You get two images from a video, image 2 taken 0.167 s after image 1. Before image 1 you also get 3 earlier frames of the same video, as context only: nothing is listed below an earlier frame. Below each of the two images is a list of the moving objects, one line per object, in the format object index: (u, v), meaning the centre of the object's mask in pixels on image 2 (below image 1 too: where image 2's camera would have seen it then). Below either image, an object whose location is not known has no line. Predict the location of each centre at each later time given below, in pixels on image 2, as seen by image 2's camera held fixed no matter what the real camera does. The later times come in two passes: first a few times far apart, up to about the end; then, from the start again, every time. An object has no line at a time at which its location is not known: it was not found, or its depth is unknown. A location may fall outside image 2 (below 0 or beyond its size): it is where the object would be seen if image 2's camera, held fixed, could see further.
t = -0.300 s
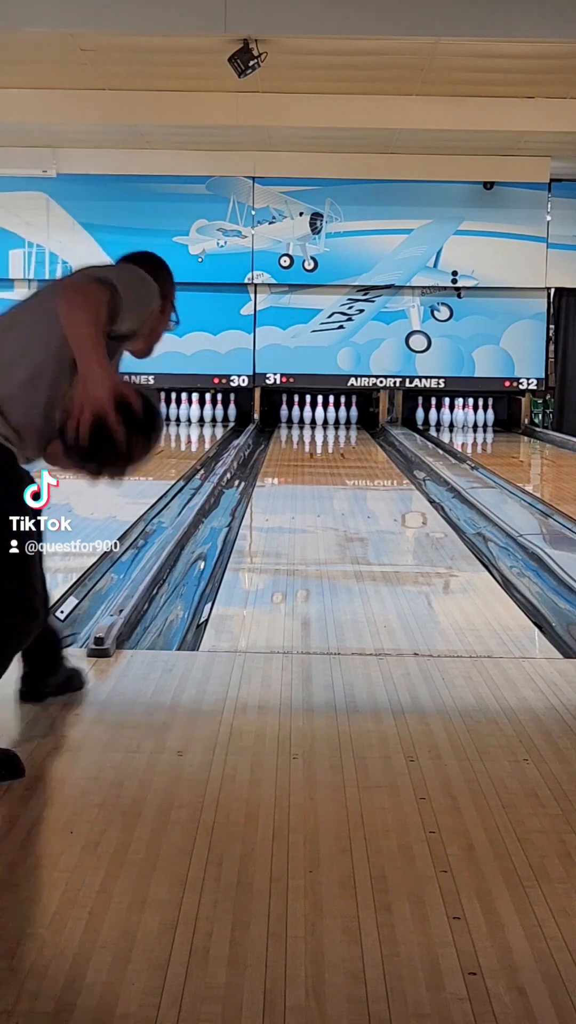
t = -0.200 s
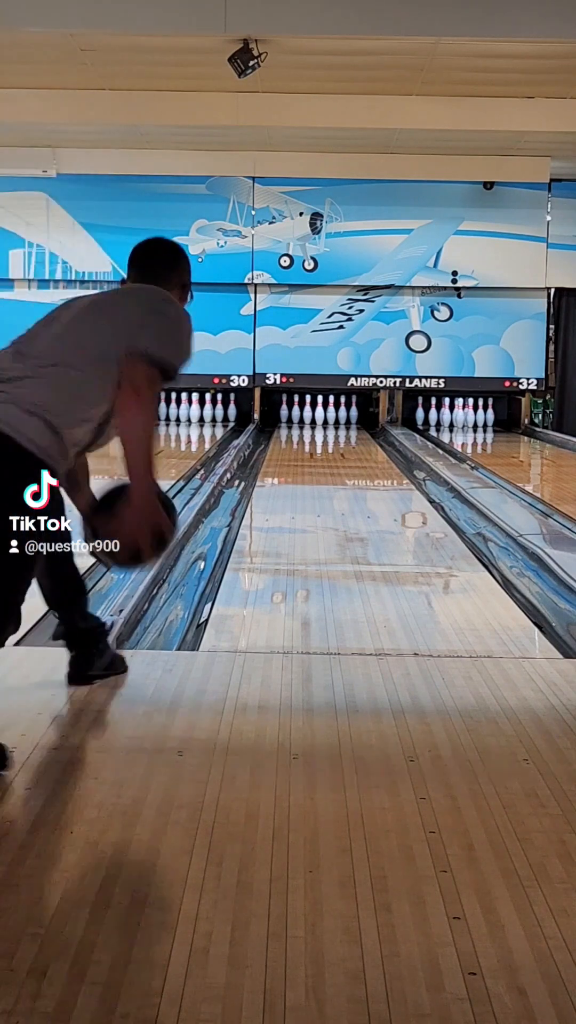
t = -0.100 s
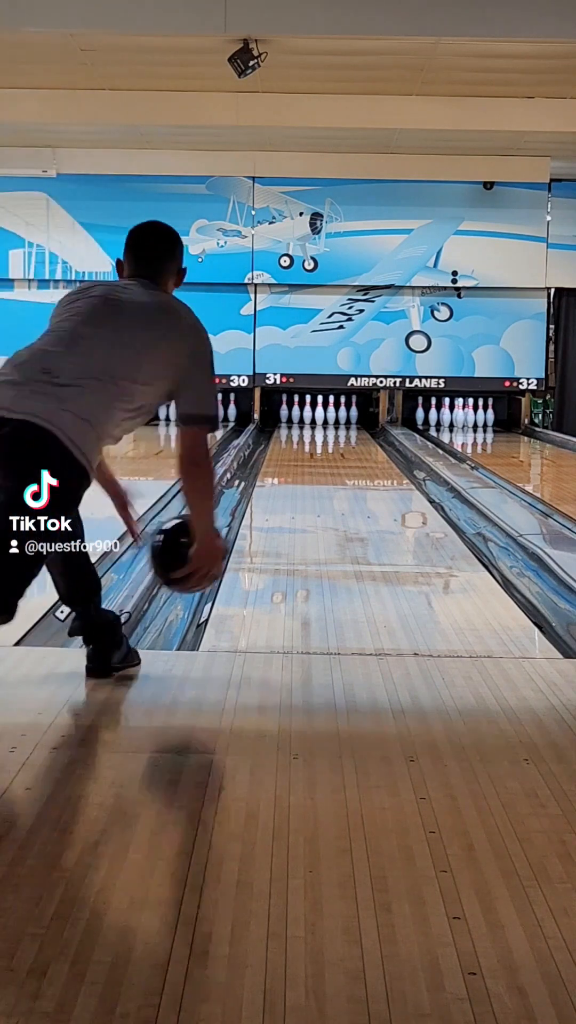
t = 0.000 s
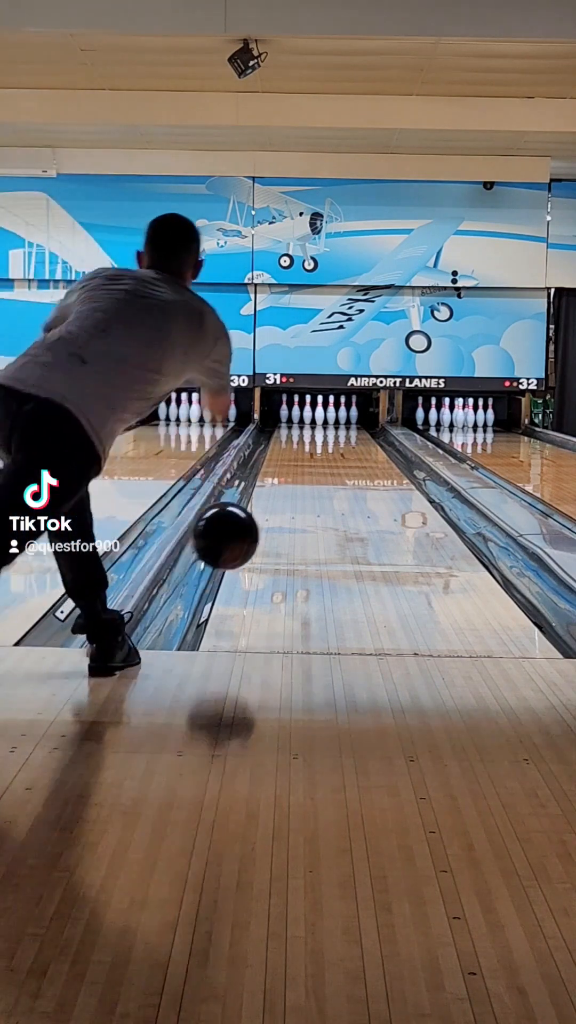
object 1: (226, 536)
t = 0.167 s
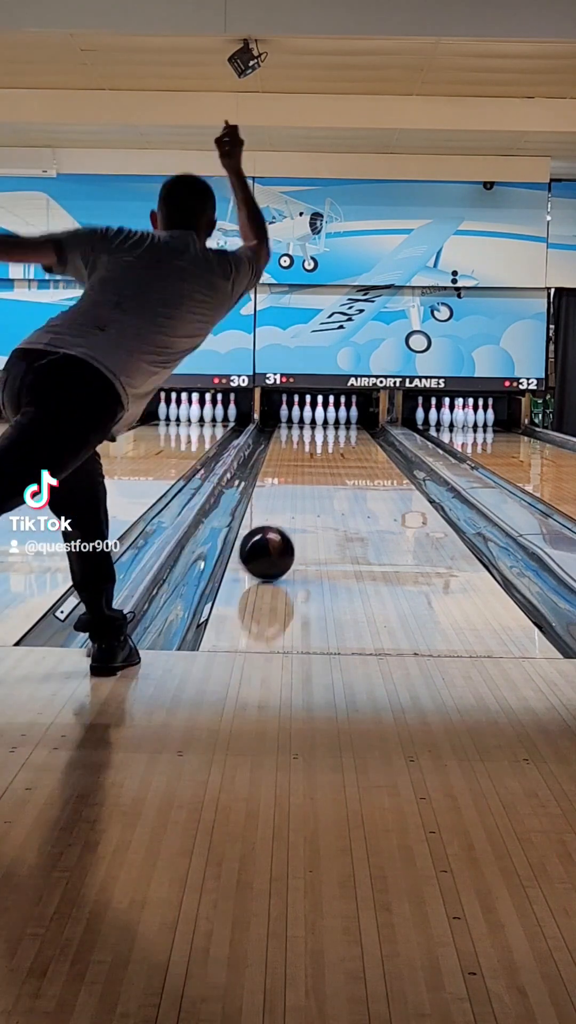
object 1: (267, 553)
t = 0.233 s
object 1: (280, 538)
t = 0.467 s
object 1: (312, 504)
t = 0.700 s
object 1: (333, 481)
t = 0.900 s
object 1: (345, 467)
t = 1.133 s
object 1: (354, 455)
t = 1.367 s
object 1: (360, 444)
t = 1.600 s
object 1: (363, 436)
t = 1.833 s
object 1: (361, 430)
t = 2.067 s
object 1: (351, 425)
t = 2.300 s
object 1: (337, 420)
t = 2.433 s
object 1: (329, 418)
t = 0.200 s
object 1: (273, 544)
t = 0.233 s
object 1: (280, 538)
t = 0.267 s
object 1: (285, 534)
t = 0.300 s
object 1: (291, 528)
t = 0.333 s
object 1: (295, 523)
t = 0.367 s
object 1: (300, 518)
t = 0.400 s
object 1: (304, 513)
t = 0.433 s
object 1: (308, 508)
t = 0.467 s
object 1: (312, 504)
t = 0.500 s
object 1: (316, 500)
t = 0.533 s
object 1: (319, 497)
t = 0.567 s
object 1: (322, 494)
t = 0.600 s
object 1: (325, 491)
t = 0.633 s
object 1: (328, 487)
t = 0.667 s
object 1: (330, 484)
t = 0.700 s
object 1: (333, 481)
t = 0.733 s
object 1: (335, 479)
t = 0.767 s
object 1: (338, 476)
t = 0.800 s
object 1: (339, 474)
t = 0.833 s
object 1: (342, 472)
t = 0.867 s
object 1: (343, 469)
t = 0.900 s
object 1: (345, 467)
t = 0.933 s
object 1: (347, 465)
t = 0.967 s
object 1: (348, 463)
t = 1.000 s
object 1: (350, 461)
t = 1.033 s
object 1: (351, 460)
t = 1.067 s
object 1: (352, 458)
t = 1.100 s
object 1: (353, 457)
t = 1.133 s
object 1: (354, 455)
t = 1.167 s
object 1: (356, 453)
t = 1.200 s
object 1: (357, 452)
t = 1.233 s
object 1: (357, 450)
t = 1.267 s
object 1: (358, 448)
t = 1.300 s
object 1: (359, 447)
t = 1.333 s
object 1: (360, 446)
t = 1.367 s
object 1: (360, 444)
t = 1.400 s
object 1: (361, 443)
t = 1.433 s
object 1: (361, 442)
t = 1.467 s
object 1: (362, 441)
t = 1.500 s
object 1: (362, 439)
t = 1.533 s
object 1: (362, 438)
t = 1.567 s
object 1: (363, 437)
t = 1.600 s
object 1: (363, 436)
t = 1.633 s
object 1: (363, 435)
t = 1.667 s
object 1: (362, 434)
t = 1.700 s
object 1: (362, 433)
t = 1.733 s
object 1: (362, 432)
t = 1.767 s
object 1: (362, 431)
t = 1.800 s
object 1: (361, 430)
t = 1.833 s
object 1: (361, 430)
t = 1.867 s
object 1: (360, 429)
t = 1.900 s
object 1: (359, 428)
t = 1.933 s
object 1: (358, 427)
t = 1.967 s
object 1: (356, 426)
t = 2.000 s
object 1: (355, 426)
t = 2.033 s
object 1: (353, 425)
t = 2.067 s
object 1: (351, 425)
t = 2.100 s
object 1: (349, 423)
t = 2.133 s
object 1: (348, 423)
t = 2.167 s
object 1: (346, 422)
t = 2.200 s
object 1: (344, 422)
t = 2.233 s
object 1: (341, 421)
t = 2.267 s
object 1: (339, 420)
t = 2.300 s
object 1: (337, 420)
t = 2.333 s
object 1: (334, 420)
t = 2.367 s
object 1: (332, 420)
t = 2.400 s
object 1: (330, 419)
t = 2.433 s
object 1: (329, 418)
